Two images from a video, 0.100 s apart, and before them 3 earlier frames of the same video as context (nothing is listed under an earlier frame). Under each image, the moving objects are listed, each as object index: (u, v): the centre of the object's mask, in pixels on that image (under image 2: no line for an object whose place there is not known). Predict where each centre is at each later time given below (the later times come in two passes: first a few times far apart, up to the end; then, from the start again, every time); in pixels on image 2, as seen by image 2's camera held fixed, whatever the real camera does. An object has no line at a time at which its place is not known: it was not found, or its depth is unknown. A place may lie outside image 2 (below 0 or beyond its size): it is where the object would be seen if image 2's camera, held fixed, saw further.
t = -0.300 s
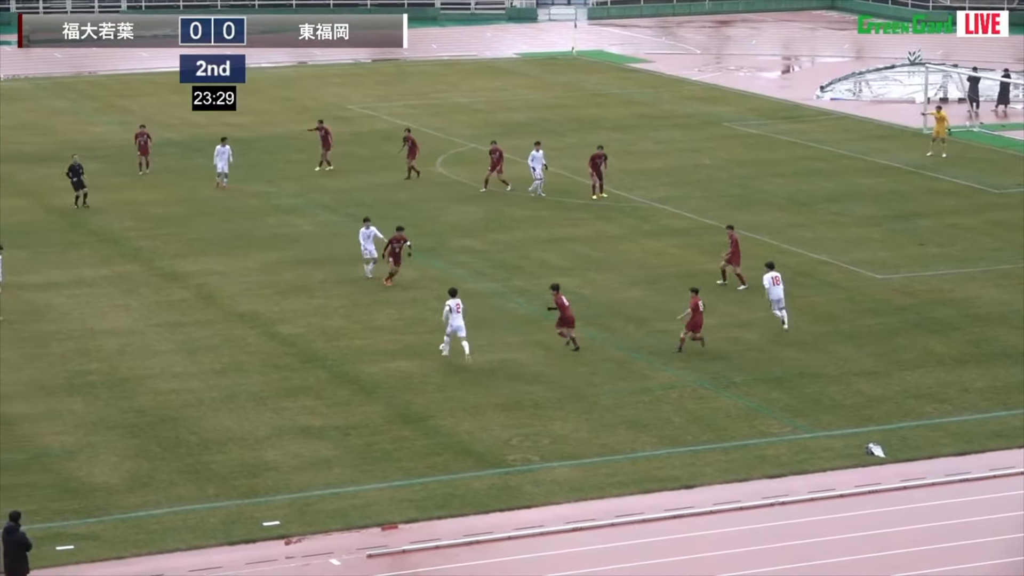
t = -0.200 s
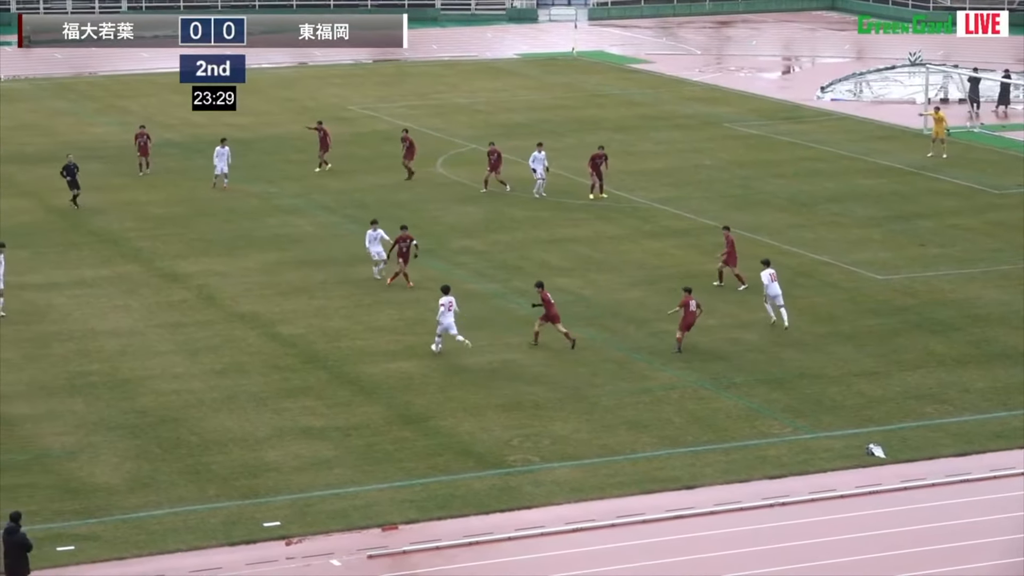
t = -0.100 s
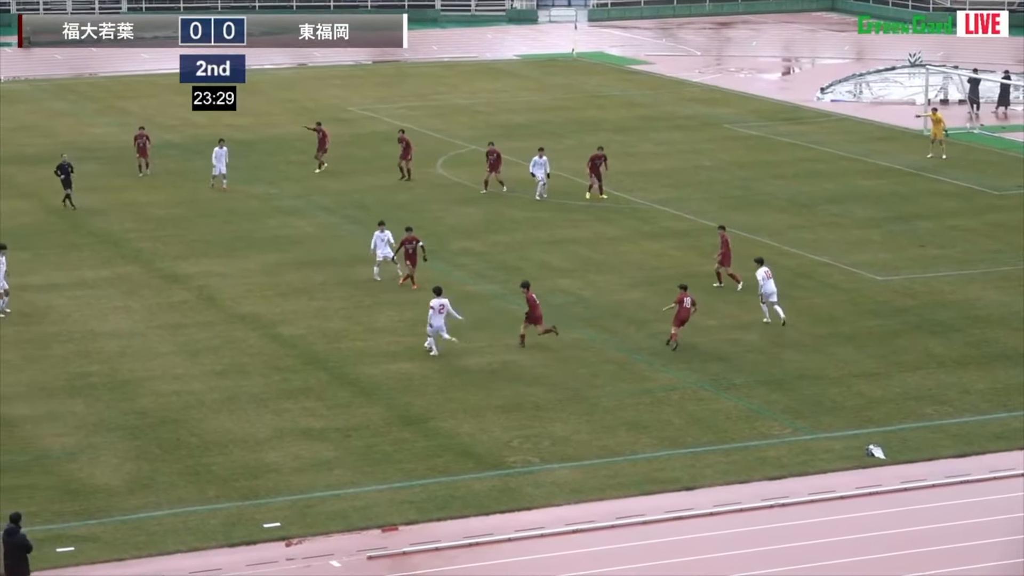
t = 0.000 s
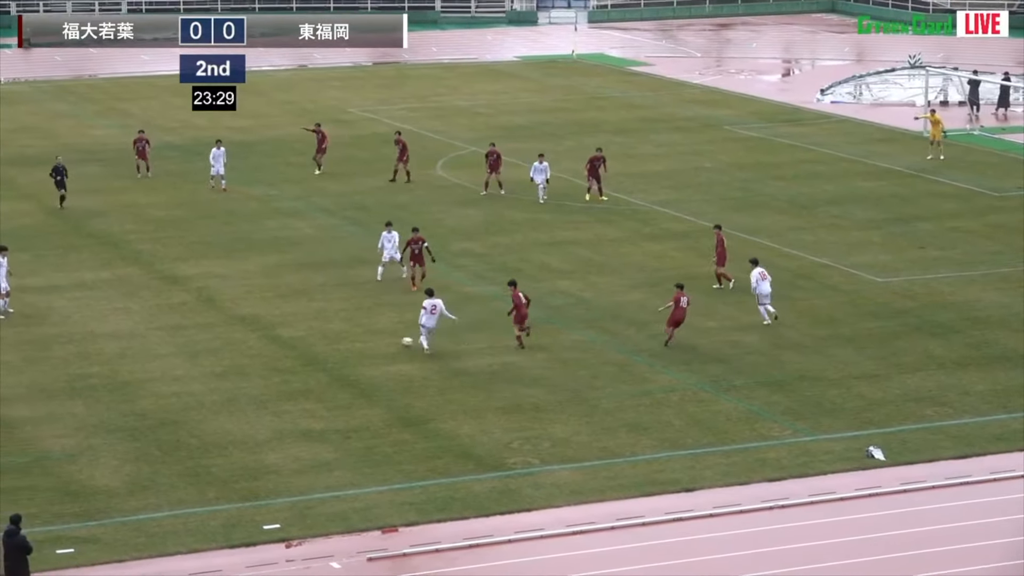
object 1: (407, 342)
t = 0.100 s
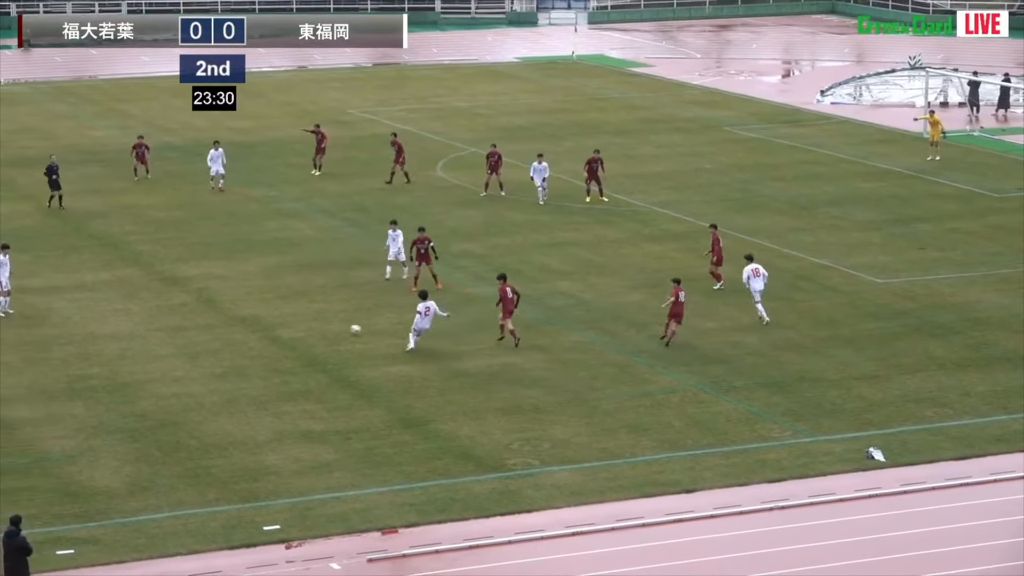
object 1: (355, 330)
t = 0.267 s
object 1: (277, 312)
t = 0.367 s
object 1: (235, 303)
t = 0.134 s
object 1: (338, 326)
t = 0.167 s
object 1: (322, 323)
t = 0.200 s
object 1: (306, 320)
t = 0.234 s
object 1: (291, 315)
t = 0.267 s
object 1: (277, 312)
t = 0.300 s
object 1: (263, 309)
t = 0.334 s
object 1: (249, 305)
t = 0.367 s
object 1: (235, 303)
